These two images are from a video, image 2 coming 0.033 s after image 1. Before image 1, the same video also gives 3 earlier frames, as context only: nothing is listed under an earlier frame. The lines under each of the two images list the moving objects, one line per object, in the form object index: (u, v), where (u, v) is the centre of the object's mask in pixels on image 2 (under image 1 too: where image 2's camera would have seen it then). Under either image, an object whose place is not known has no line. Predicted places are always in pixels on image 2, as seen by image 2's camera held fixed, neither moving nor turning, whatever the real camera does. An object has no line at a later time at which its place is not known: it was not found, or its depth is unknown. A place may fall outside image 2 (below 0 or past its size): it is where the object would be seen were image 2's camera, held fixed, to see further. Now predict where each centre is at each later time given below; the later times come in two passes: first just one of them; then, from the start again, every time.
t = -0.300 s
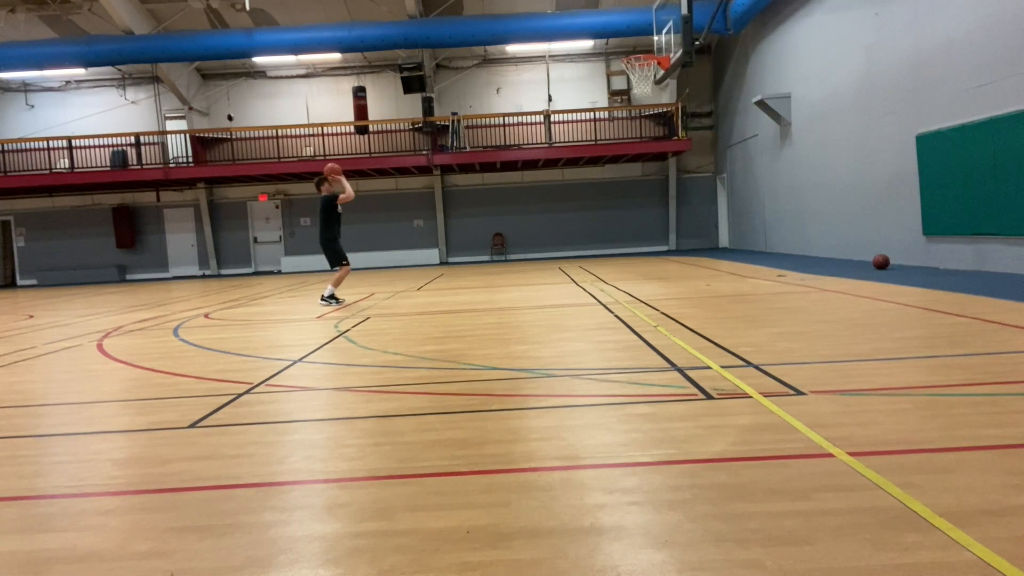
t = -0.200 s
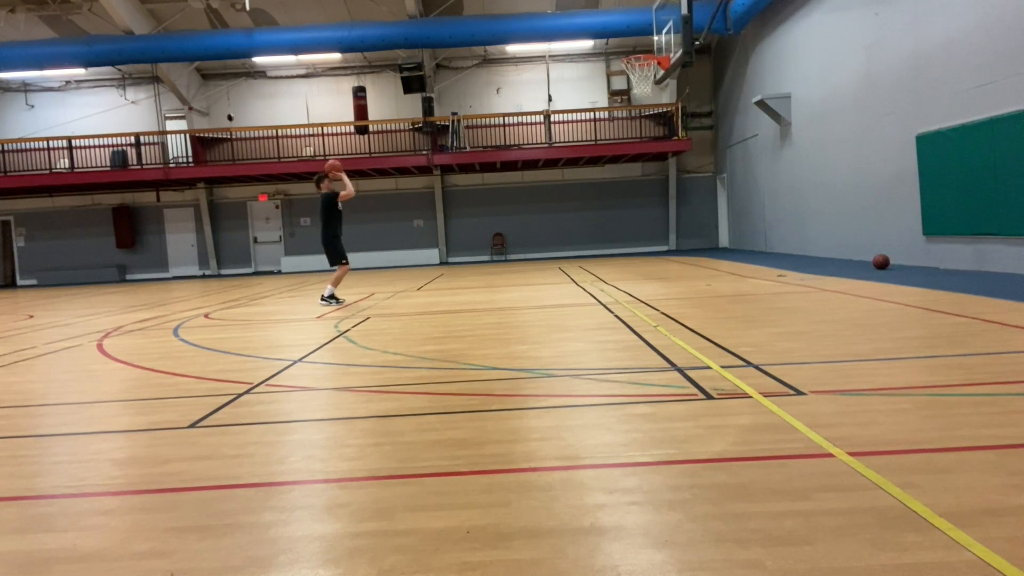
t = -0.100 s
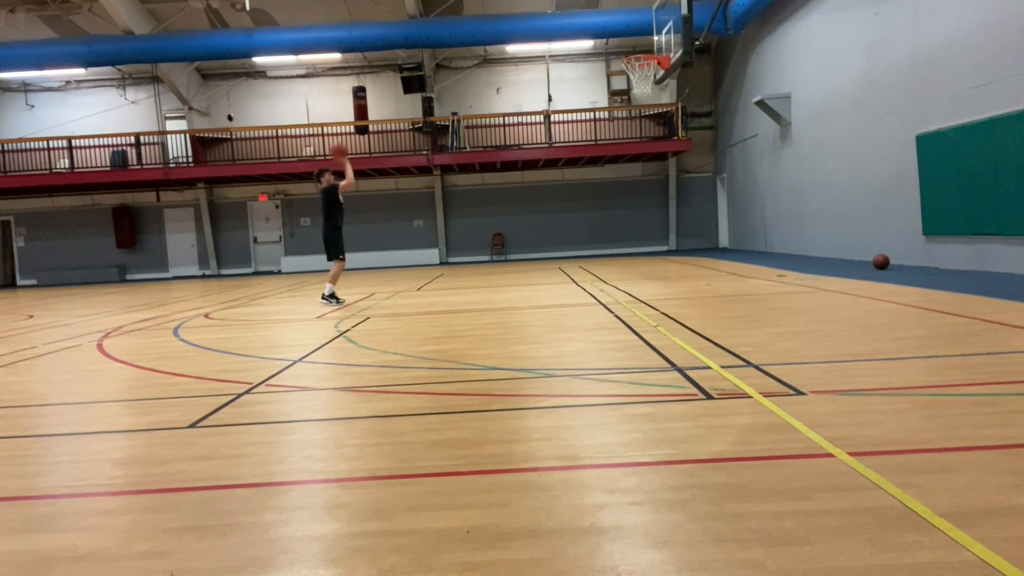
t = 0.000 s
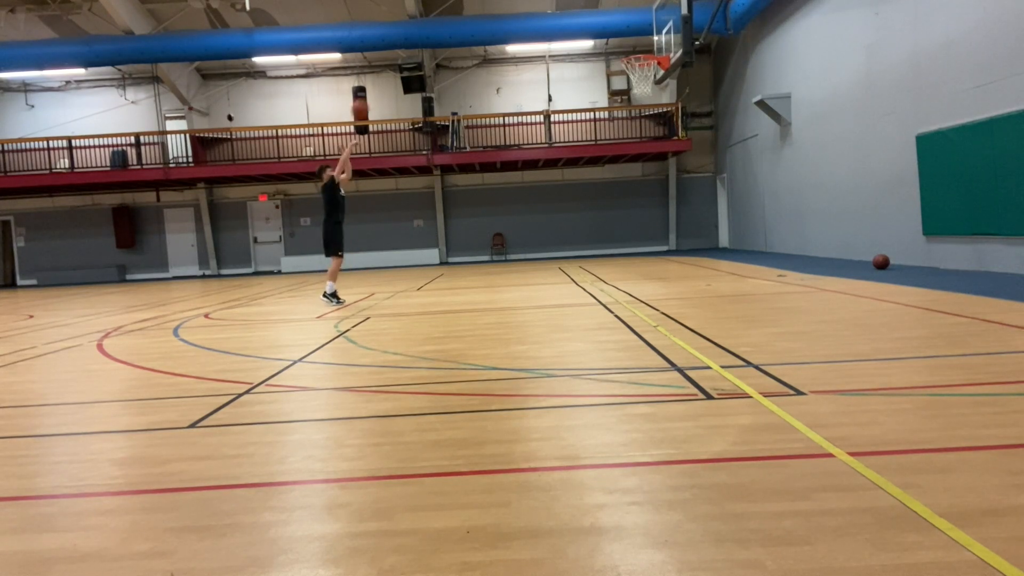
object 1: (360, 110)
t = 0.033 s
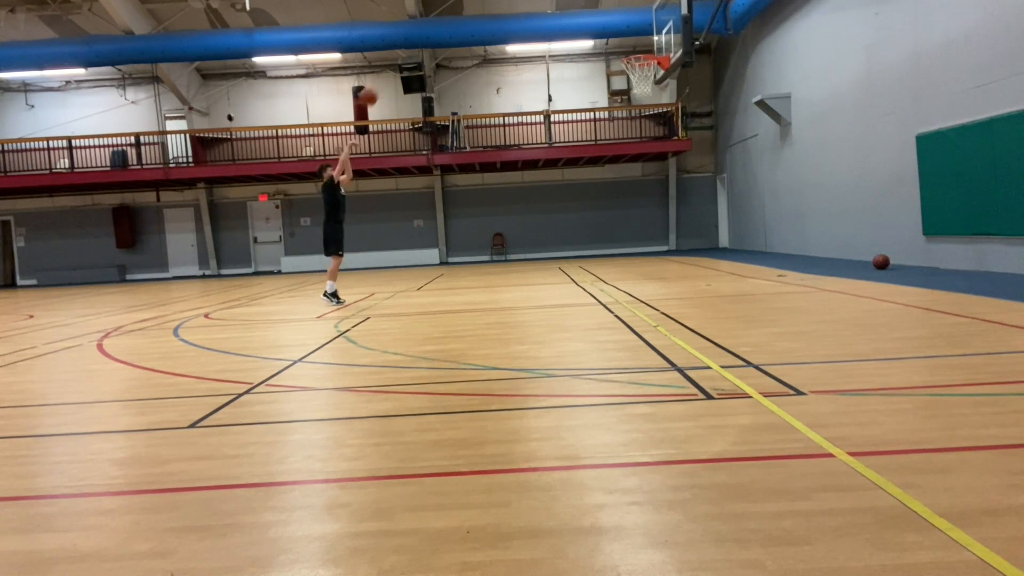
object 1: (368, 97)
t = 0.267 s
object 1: (431, 26)
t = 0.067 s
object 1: (378, 84)
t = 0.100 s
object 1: (386, 72)
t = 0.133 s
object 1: (394, 61)
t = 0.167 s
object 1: (404, 51)
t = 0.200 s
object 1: (413, 42)
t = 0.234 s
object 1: (422, 34)
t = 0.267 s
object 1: (431, 26)
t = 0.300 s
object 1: (440, 19)
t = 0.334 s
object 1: (450, 13)
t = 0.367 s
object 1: (458, 8)
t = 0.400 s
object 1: (467, 7)
